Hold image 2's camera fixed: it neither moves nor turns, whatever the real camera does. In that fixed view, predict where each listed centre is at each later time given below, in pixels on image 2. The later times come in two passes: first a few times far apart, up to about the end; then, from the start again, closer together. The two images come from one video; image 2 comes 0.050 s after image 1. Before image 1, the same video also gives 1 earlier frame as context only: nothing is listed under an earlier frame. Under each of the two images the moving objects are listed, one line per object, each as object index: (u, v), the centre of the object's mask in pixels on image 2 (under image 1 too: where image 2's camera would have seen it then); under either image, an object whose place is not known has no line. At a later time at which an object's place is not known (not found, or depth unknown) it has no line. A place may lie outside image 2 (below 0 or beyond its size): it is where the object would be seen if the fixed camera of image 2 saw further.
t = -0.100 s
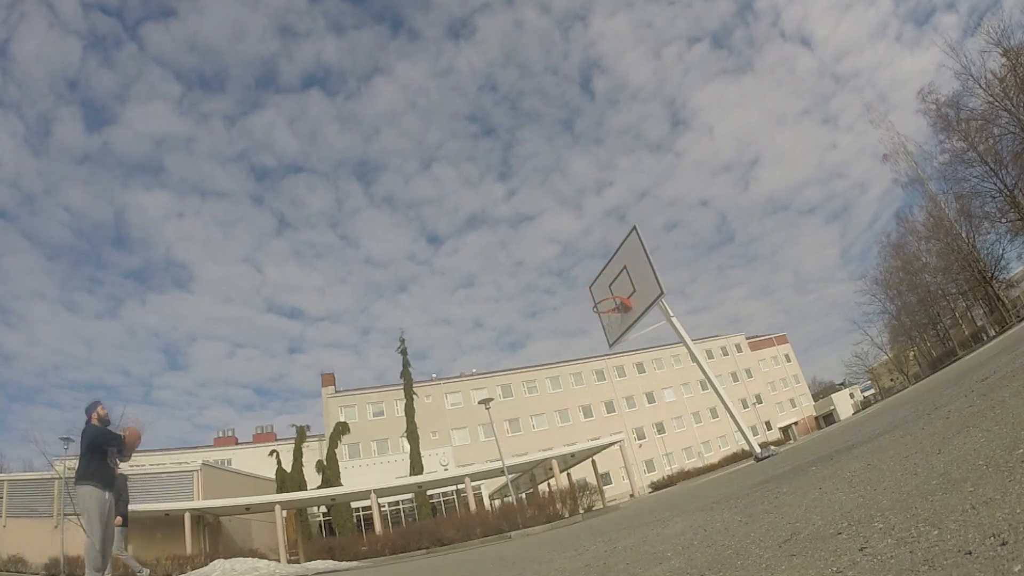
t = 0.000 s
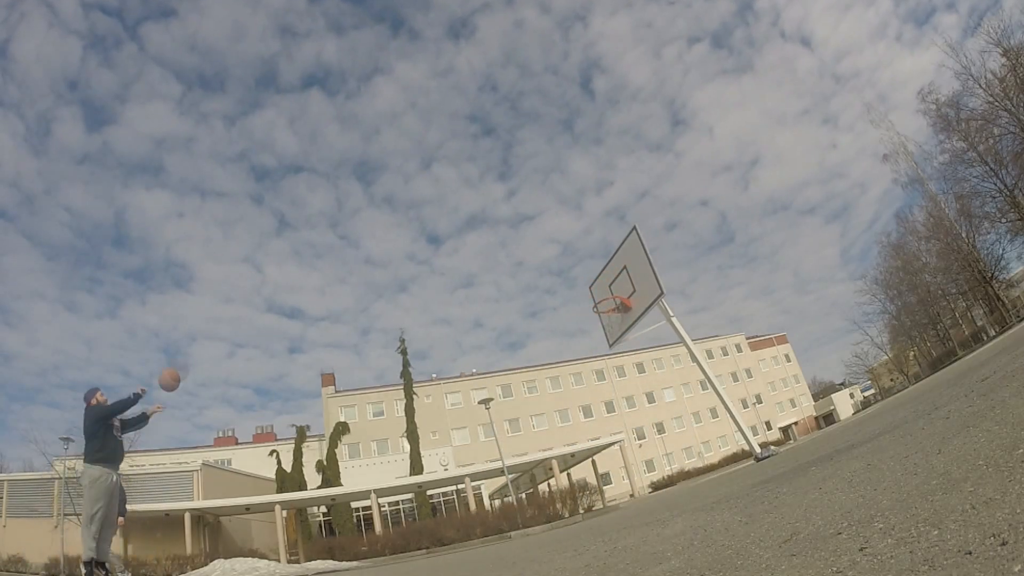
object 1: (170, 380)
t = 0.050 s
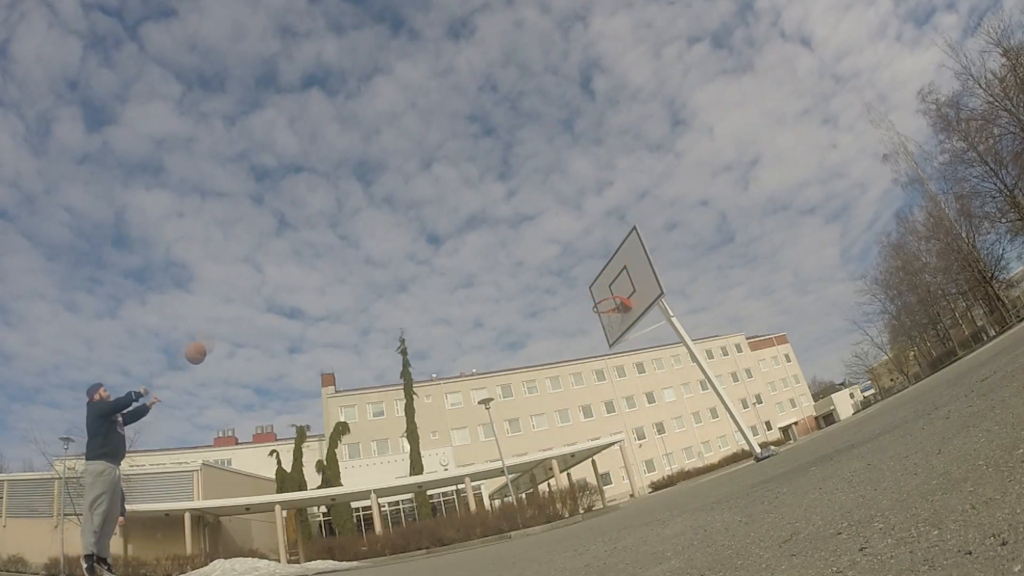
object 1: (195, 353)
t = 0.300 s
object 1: (314, 265)
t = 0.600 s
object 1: (429, 236)
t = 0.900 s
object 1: (533, 262)
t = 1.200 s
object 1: (586, 274)
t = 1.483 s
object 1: (581, 252)
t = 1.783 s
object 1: (592, 273)
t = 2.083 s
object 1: (620, 341)
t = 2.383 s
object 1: (661, 451)
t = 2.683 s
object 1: (657, 406)
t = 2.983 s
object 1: (650, 353)
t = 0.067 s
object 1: (204, 345)
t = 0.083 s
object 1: (213, 337)
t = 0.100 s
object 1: (221, 329)
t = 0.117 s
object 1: (229, 322)
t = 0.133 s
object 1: (237, 316)
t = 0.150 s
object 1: (246, 309)
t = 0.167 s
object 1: (254, 303)
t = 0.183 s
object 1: (261, 298)
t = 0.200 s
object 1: (269, 292)
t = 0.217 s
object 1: (277, 287)
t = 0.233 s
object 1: (285, 282)
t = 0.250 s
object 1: (292, 277)
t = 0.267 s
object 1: (299, 273)
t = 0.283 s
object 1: (306, 269)
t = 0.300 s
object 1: (314, 265)
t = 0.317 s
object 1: (321, 262)
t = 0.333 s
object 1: (327, 258)
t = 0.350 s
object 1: (334, 256)
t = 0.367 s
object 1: (341, 252)
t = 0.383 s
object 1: (348, 250)
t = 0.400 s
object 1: (355, 248)
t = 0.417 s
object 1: (361, 246)
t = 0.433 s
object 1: (368, 244)
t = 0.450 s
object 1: (374, 242)
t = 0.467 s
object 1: (381, 241)
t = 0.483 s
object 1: (387, 240)
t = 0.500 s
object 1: (393, 238)
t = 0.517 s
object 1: (399, 238)
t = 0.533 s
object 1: (405, 237)
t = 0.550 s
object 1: (411, 236)
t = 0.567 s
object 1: (417, 236)
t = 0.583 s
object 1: (423, 236)
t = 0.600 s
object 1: (429, 236)
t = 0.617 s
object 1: (435, 236)
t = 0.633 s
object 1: (441, 236)
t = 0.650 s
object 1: (446, 237)
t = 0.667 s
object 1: (453, 238)
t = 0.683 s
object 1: (459, 238)
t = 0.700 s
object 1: (465, 239)
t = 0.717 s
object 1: (470, 240)
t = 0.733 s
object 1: (476, 241)
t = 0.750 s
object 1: (482, 243)
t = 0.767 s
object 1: (488, 244)
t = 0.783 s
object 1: (493, 246)
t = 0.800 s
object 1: (499, 248)
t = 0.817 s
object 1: (505, 250)
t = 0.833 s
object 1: (510, 252)
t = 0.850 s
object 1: (516, 254)
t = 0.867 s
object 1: (522, 256)
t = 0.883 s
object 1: (528, 259)
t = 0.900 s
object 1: (533, 262)
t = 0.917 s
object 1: (539, 265)
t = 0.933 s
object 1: (545, 268)
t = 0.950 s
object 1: (550, 271)
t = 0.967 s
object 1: (556, 274)
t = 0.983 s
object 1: (562, 278)
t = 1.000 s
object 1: (568, 281)
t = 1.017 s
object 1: (573, 285)
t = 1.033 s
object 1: (579, 289)
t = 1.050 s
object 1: (585, 293)
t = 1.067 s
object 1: (591, 297)
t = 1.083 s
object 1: (592, 296)
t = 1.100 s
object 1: (591, 293)
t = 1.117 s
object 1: (590, 289)
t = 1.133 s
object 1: (589, 286)
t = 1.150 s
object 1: (588, 283)
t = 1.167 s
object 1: (587, 280)
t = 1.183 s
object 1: (587, 277)
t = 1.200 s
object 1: (586, 274)
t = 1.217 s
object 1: (585, 271)
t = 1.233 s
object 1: (584, 269)
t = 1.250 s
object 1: (584, 266)
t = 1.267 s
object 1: (583, 265)
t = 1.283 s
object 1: (583, 263)
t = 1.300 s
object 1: (582, 261)
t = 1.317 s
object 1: (582, 259)
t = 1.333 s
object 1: (581, 258)
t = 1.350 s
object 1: (581, 256)
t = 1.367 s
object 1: (581, 255)
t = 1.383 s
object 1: (581, 254)
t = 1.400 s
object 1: (581, 254)
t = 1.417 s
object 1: (581, 253)
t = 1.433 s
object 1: (581, 253)
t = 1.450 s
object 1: (581, 252)
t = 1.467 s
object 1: (581, 252)
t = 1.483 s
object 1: (581, 252)
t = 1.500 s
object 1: (581, 252)
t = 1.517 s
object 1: (581, 252)
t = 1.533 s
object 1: (581, 252)
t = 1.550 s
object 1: (582, 252)
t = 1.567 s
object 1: (582, 253)
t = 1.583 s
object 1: (583, 254)
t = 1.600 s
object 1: (583, 255)
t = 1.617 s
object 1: (584, 256)
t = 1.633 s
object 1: (584, 257)
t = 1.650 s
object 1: (585, 258)
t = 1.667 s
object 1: (586, 259)
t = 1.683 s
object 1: (586, 261)
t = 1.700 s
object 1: (587, 263)
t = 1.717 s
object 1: (588, 264)
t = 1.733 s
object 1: (589, 266)
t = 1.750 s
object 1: (590, 269)
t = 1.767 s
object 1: (591, 271)
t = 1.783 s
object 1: (592, 273)
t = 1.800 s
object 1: (593, 276)
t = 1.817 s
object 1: (594, 279)
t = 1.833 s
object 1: (596, 282)
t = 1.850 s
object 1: (597, 285)
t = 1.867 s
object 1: (598, 289)
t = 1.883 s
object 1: (599, 293)
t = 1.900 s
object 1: (601, 296)
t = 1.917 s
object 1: (603, 300)
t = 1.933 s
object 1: (605, 304)
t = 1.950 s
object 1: (607, 307)
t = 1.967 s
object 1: (608, 313)
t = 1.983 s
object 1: (609, 317)
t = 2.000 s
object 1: (611, 321)
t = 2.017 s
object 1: (613, 324)
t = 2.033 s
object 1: (614, 330)
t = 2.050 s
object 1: (616, 333)
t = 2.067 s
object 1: (618, 337)
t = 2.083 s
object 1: (620, 341)
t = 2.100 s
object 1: (621, 345)
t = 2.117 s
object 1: (623, 349)
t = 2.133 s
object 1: (625, 354)
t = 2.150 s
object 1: (627, 359)
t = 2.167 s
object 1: (629, 364)
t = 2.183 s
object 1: (631, 370)
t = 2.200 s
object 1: (633, 375)
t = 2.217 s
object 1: (635, 381)
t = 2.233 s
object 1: (638, 387)
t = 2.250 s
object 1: (640, 393)
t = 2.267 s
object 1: (642, 400)
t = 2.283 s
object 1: (645, 406)
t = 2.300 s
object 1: (647, 413)
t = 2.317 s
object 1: (650, 420)
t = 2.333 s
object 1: (653, 428)
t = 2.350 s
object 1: (655, 435)
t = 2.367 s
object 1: (658, 443)
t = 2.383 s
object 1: (661, 451)
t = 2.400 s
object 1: (663, 459)
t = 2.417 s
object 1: (666, 468)
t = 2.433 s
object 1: (670, 476)
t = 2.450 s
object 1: (672, 485)
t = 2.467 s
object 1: (673, 485)
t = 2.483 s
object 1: (672, 477)
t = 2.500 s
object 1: (669, 470)
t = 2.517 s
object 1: (668, 464)
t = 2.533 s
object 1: (667, 457)
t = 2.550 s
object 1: (665, 451)
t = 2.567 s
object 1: (664, 444)
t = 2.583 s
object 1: (663, 438)
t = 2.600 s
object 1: (661, 432)
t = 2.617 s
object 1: (660, 427)
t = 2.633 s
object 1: (659, 421)
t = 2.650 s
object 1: (658, 416)
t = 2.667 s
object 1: (657, 411)
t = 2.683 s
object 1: (657, 406)
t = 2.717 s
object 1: (655, 397)
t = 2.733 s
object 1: (654, 393)
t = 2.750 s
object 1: (653, 388)
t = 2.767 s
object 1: (653, 385)
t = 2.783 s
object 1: (652, 381)
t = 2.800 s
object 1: (652, 378)
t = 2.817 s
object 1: (651, 375)
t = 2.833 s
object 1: (651, 372)
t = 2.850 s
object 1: (651, 369)
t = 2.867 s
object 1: (650, 366)
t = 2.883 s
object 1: (650, 363)
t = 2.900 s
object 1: (650, 361)
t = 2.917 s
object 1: (650, 359)
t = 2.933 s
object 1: (650, 357)
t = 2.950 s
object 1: (650, 356)
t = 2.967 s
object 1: (650, 354)
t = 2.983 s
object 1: (650, 353)
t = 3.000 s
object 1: (650, 351)
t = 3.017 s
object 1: (651, 350)
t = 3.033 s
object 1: (651, 349)
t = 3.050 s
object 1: (651, 349)
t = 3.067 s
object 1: (652, 348)
